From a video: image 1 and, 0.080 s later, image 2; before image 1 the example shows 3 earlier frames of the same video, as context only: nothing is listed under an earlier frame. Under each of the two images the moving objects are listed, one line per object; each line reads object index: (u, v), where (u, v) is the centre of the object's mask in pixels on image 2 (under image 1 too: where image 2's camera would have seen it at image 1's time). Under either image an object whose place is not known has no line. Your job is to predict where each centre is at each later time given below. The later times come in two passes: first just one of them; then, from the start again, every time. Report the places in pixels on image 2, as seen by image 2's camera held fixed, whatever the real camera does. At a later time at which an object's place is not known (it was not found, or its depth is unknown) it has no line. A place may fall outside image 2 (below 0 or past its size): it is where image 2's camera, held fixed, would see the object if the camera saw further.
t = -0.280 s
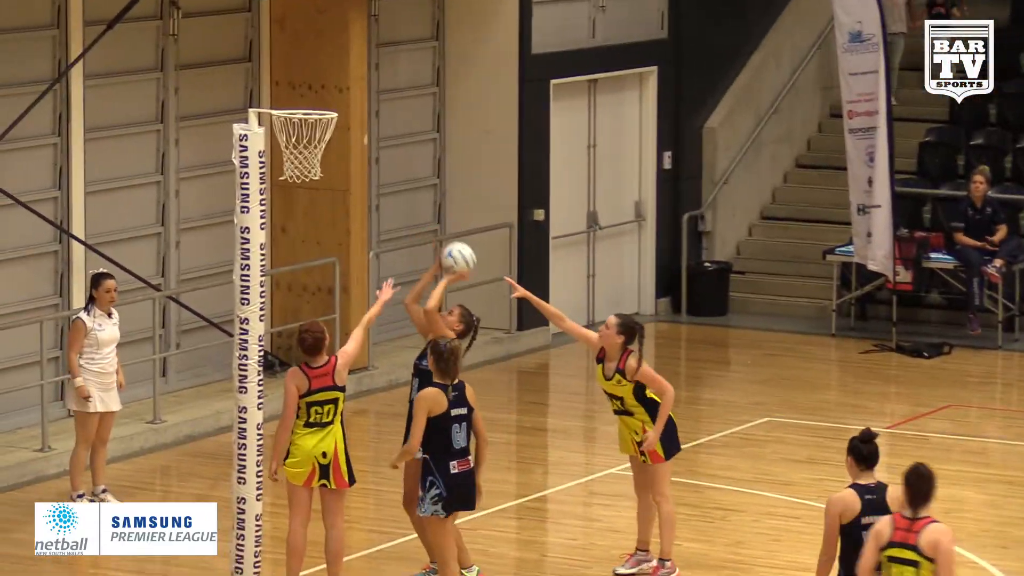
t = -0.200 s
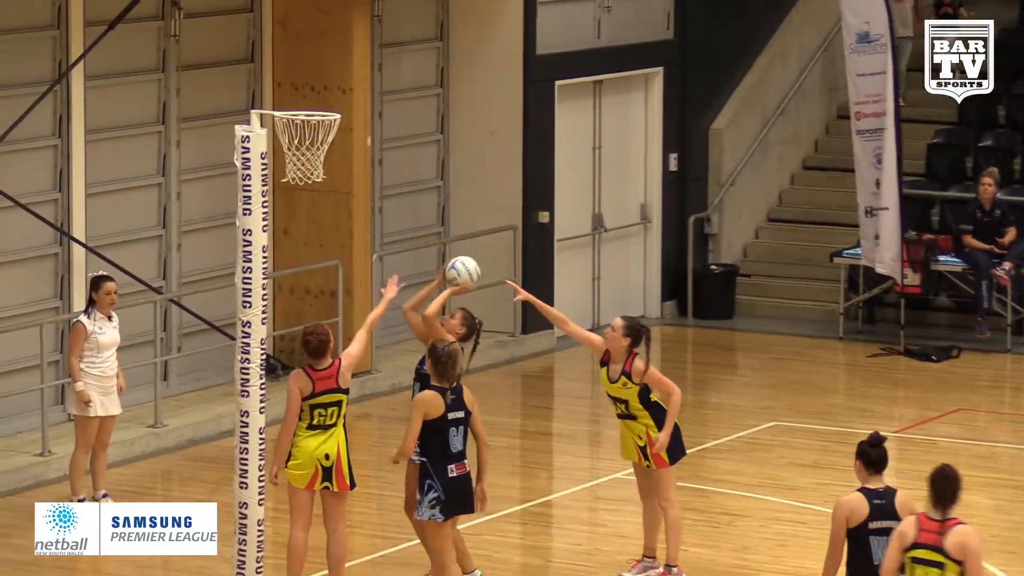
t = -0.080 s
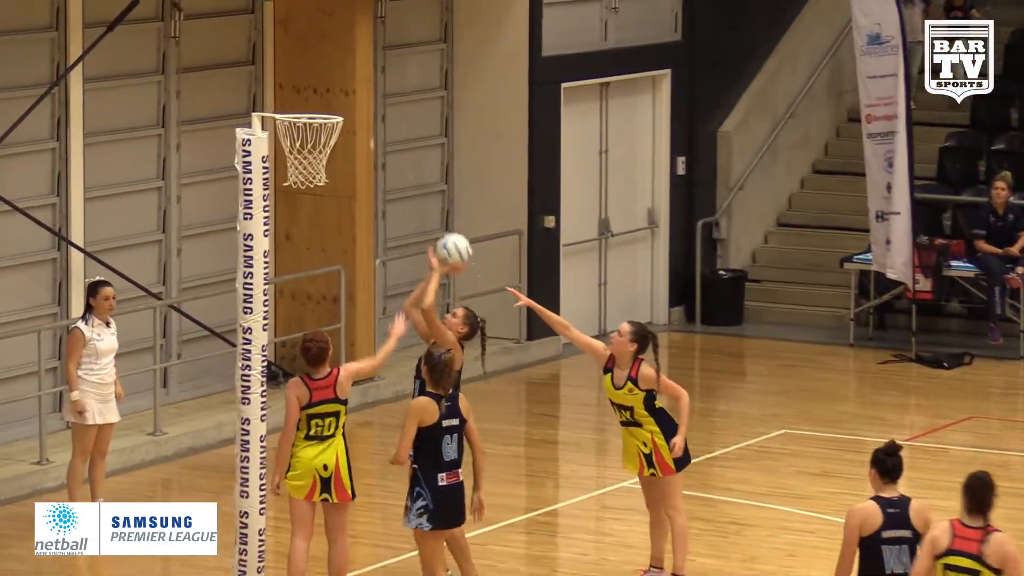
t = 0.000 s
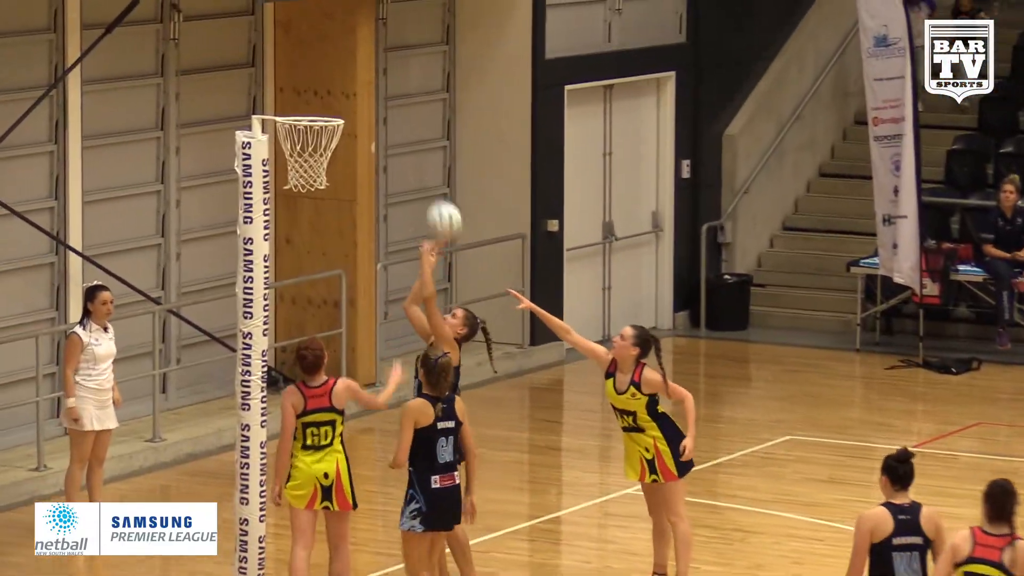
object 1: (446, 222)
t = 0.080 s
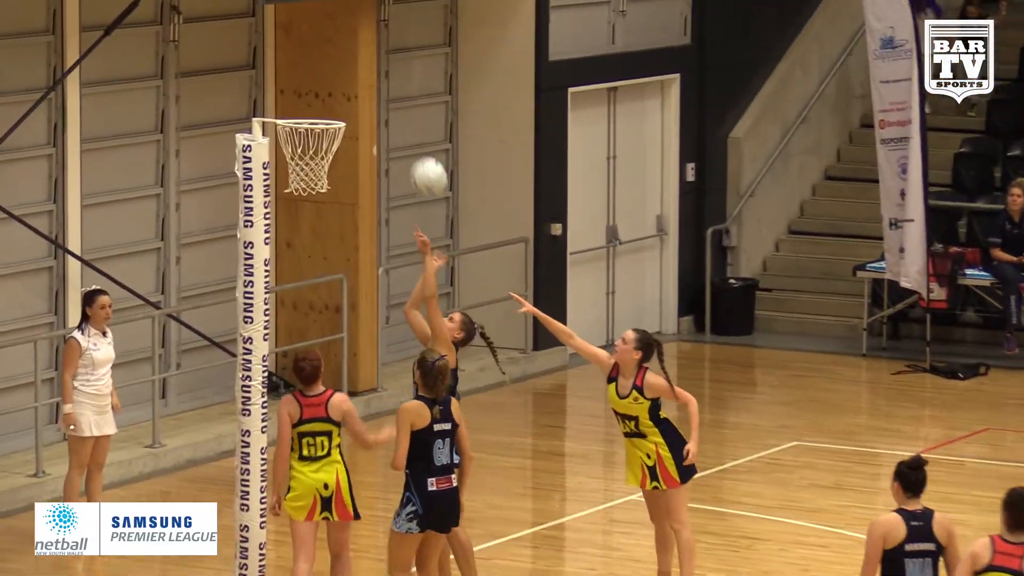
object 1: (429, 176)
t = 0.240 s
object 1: (394, 113)
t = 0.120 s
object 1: (420, 157)
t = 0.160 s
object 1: (410, 140)
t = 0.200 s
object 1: (403, 126)
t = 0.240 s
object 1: (394, 113)
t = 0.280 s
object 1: (386, 104)
